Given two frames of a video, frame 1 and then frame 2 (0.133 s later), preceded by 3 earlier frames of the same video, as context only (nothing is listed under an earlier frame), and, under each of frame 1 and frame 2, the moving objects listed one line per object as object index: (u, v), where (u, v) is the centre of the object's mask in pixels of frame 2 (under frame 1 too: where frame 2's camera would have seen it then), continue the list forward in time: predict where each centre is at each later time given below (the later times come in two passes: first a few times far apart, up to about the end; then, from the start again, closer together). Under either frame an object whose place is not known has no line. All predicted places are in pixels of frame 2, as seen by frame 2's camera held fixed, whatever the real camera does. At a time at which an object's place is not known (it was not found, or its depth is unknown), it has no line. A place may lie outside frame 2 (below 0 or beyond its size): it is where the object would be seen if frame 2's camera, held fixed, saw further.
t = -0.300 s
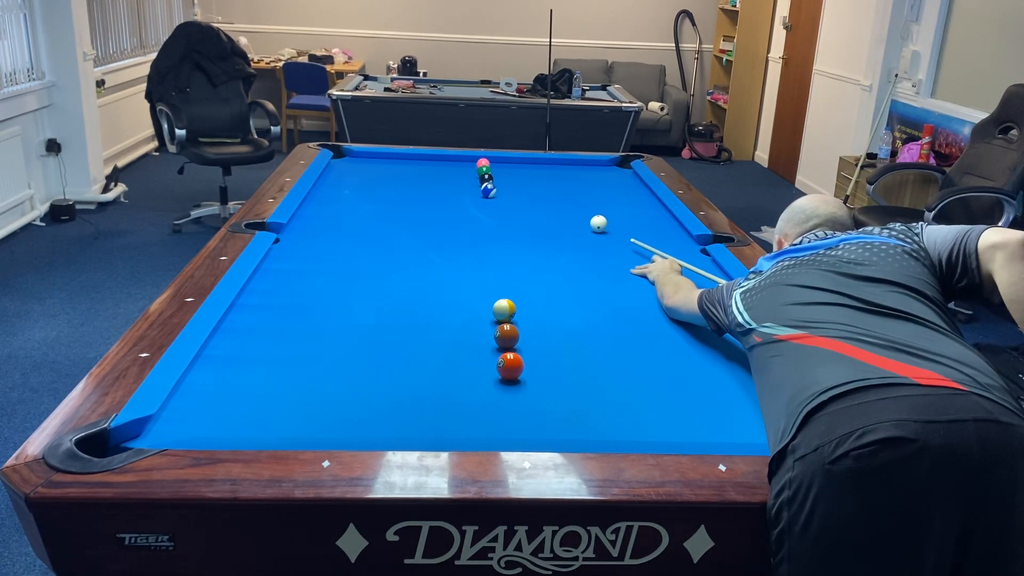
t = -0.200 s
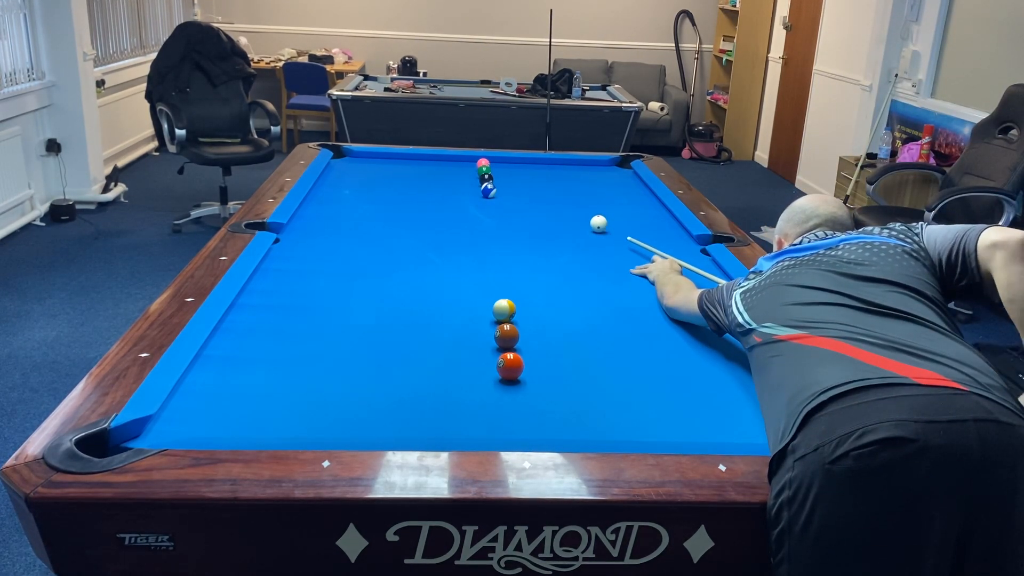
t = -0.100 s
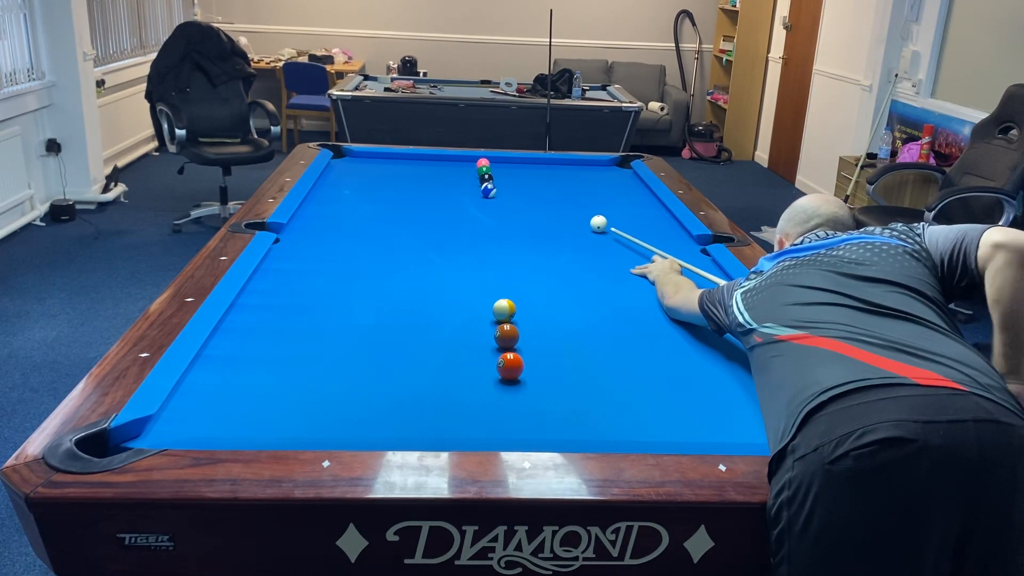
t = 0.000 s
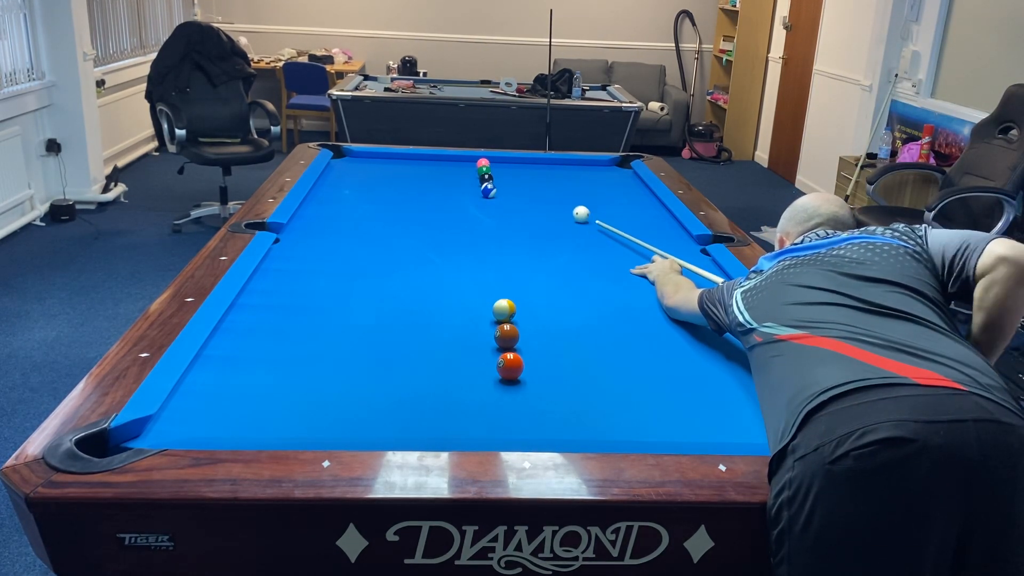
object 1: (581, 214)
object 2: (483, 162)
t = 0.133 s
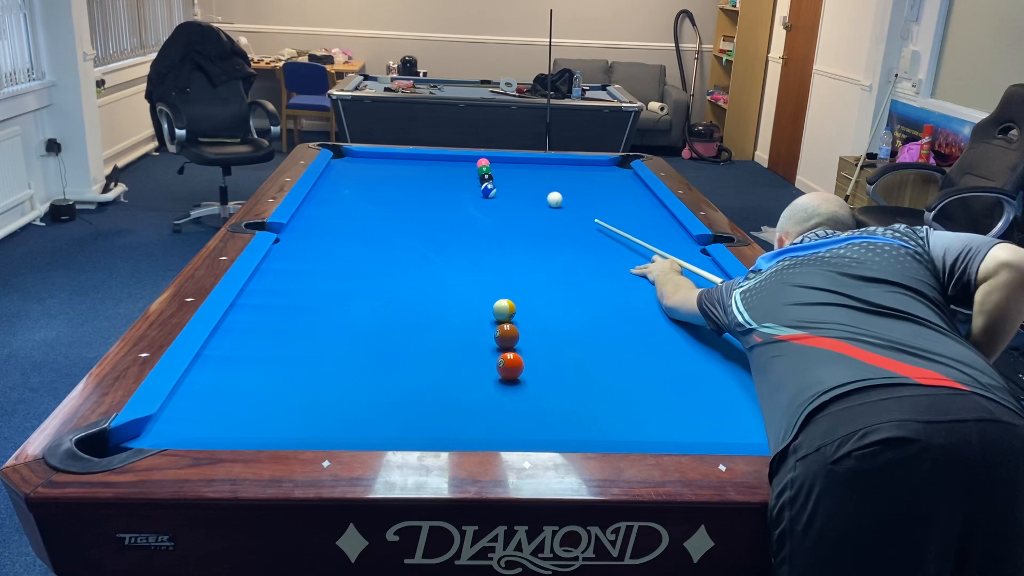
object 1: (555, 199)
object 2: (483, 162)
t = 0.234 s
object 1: (540, 191)
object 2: (483, 162)
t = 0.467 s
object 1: (510, 174)
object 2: (483, 162)
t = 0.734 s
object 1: (502, 160)
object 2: (463, 163)
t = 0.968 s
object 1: (519, 165)
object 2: (438, 160)
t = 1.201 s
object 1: (538, 170)
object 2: (413, 158)
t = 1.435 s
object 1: (557, 177)
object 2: (390, 155)
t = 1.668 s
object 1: (577, 183)
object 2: (369, 154)
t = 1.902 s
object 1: (596, 189)
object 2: (350, 154)
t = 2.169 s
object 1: (620, 196)
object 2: (340, 153)
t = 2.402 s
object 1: (640, 202)
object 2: (343, 152)
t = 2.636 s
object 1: (661, 209)
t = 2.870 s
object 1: (657, 213)
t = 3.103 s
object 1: (650, 216)
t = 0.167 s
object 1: (549, 196)
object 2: (483, 162)
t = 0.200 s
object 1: (544, 194)
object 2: (483, 162)
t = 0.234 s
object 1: (540, 191)
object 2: (483, 162)
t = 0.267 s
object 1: (535, 189)
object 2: (483, 162)
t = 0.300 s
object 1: (531, 186)
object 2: (483, 162)
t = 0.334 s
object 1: (526, 184)
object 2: (483, 162)
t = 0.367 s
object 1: (522, 181)
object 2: (483, 162)
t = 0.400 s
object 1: (518, 179)
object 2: (483, 162)
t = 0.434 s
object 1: (514, 177)
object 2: (483, 162)
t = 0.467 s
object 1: (510, 174)
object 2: (483, 162)
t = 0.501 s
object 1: (506, 172)
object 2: (483, 162)
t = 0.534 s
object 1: (502, 170)
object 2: (483, 162)
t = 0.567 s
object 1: (498, 168)
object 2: (483, 162)
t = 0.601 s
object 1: (497, 166)
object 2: (481, 163)
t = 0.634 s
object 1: (498, 165)
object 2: (475, 164)
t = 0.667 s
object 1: (500, 163)
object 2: (471, 164)
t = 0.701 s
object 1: (501, 162)
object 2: (467, 163)
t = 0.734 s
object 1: (502, 160)
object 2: (463, 163)
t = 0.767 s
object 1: (502, 159)
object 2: (459, 163)
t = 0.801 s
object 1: (505, 160)
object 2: (456, 162)
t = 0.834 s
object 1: (508, 161)
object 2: (452, 162)
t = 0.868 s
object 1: (511, 162)
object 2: (448, 161)
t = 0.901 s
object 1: (513, 163)
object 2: (445, 161)
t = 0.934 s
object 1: (516, 164)
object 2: (441, 161)
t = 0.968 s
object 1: (519, 165)
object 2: (438, 160)
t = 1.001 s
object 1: (521, 165)
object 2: (434, 160)
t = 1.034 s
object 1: (524, 166)
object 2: (431, 160)
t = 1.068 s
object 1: (527, 167)
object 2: (427, 159)
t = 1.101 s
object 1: (530, 168)
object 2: (424, 159)
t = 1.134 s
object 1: (532, 169)
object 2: (420, 159)
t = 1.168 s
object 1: (535, 170)
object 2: (417, 158)
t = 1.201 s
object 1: (538, 170)
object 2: (413, 158)
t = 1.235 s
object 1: (540, 171)
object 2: (410, 157)
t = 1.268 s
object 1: (543, 172)
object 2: (407, 157)
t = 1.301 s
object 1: (546, 173)
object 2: (403, 157)
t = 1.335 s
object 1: (549, 174)
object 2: (400, 156)
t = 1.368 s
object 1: (552, 175)
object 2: (397, 156)
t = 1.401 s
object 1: (554, 176)
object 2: (394, 156)
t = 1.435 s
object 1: (557, 177)
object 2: (390, 155)
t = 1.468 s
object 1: (560, 177)
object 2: (387, 155)
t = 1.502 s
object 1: (563, 178)
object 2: (384, 155)
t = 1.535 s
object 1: (565, 179)
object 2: (381, 154)
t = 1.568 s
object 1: (568, 180)
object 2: (378, 154)
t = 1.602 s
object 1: (571, 181)
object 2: (375, 154)
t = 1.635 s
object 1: (574, 182)
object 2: (372, 154)
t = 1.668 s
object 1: (577, 183)
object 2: (369, 154)
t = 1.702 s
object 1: (579, 184)
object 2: (366, 154)
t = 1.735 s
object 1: (582, 185)
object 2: (364, 154)
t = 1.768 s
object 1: (585, 185)
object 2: (361, 154)
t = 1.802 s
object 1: (588, 186)
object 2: (358, 154)
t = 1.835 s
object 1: (591, 187)
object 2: (356, 154)
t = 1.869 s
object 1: (594, 188)
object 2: (353, 154)
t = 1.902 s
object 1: (596, 189)
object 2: (350, 154)
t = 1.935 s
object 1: (599, 190)
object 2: (347, 154)
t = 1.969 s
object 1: (602, 191)
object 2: (345, 154)
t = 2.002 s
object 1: (605, 192)
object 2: (342, 154)
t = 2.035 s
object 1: (608, 192)
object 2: (339, 154)
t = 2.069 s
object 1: (611, 193)
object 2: (338, 154)
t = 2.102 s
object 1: (614, 194)
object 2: (339, 154)
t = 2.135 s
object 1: (617, 195)
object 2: (339, 153)
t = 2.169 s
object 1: (620, 196)
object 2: (340, 153)
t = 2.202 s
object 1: (623, 197)
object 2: (340, 153)
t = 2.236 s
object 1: (626, 198)
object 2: (341, 153)
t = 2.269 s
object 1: (628, 199)
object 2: (341, 153)
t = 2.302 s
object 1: (631, 200)
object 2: (342, 152)
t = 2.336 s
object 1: (634, 201)
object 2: (342, 152)
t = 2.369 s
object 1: (637, 201)
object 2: (342, 152)
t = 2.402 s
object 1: (640, 202)
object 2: (343, 152)
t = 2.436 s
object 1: (643, 203)
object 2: (344, 152)
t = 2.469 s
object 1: (646, 204)
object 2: (344, 151)
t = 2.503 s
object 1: (649, 205)
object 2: (344, 151)
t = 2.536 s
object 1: (652, 206)
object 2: (343, 151)
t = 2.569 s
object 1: (655, 207)
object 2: (343, 151)
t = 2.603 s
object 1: (658, 208)
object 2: (343, 151)
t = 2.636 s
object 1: (661, 209)
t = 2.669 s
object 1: (660, 209)
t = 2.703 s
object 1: (660, 210)
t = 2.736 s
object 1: (659, 211)
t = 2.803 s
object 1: (658, 211)
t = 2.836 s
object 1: (658, 212)
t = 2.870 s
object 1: (657, 213)
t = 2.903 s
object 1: (657, 213)
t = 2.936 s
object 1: (656, 214)
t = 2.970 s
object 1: (656, 214)
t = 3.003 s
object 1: (655, 215)
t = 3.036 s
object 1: (655, 216)
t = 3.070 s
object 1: (654, 216)
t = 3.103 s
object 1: (650, 216)
